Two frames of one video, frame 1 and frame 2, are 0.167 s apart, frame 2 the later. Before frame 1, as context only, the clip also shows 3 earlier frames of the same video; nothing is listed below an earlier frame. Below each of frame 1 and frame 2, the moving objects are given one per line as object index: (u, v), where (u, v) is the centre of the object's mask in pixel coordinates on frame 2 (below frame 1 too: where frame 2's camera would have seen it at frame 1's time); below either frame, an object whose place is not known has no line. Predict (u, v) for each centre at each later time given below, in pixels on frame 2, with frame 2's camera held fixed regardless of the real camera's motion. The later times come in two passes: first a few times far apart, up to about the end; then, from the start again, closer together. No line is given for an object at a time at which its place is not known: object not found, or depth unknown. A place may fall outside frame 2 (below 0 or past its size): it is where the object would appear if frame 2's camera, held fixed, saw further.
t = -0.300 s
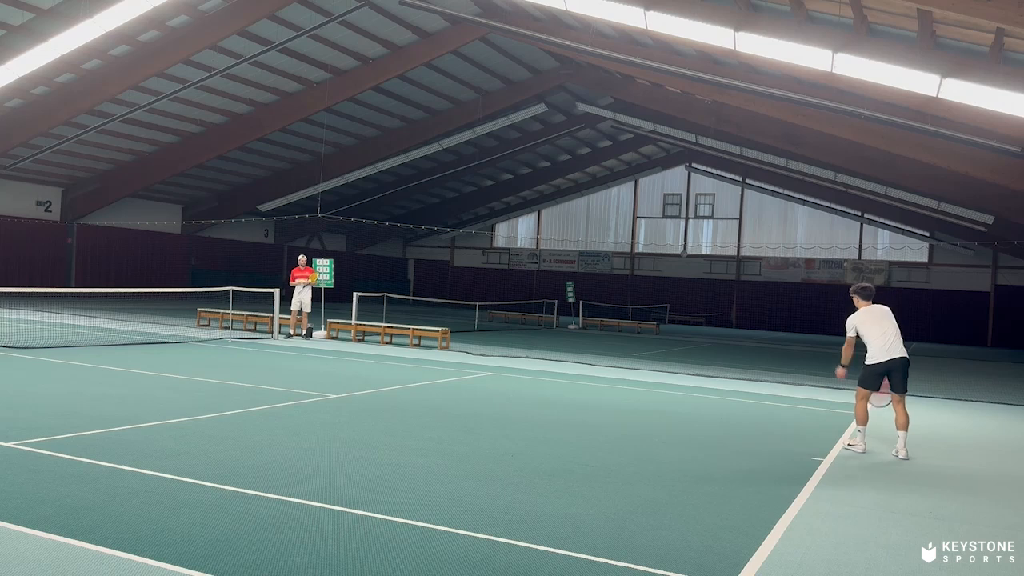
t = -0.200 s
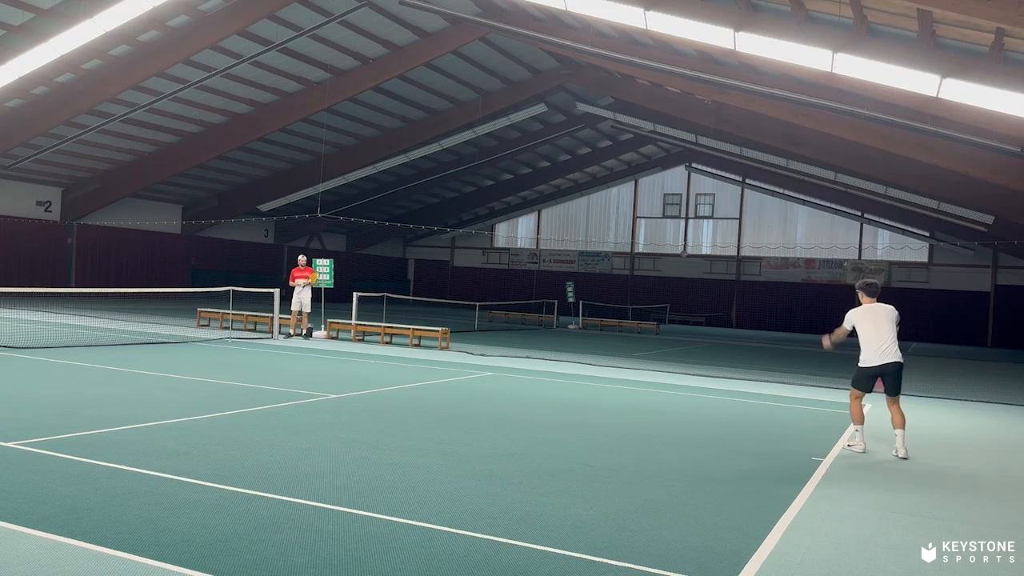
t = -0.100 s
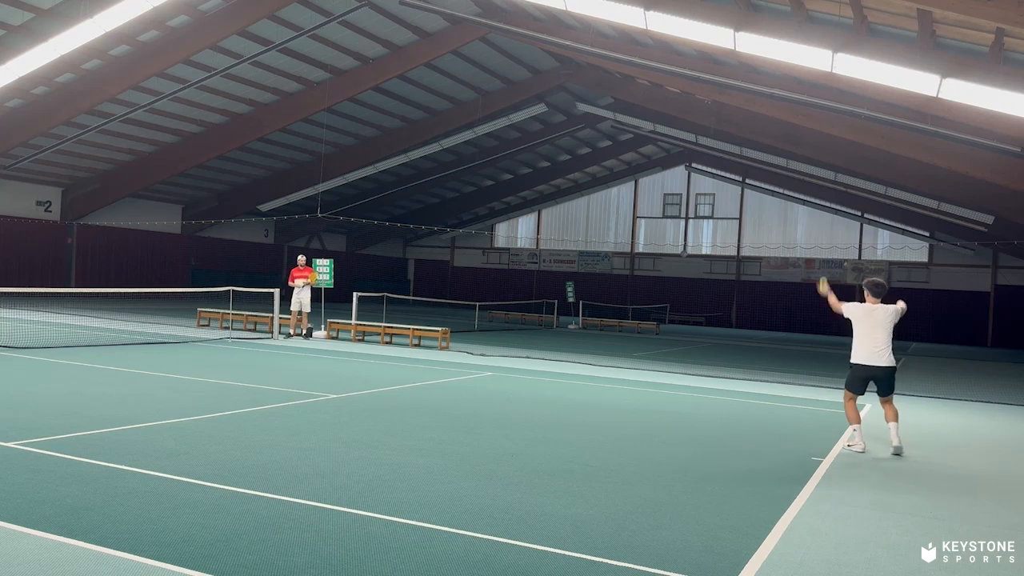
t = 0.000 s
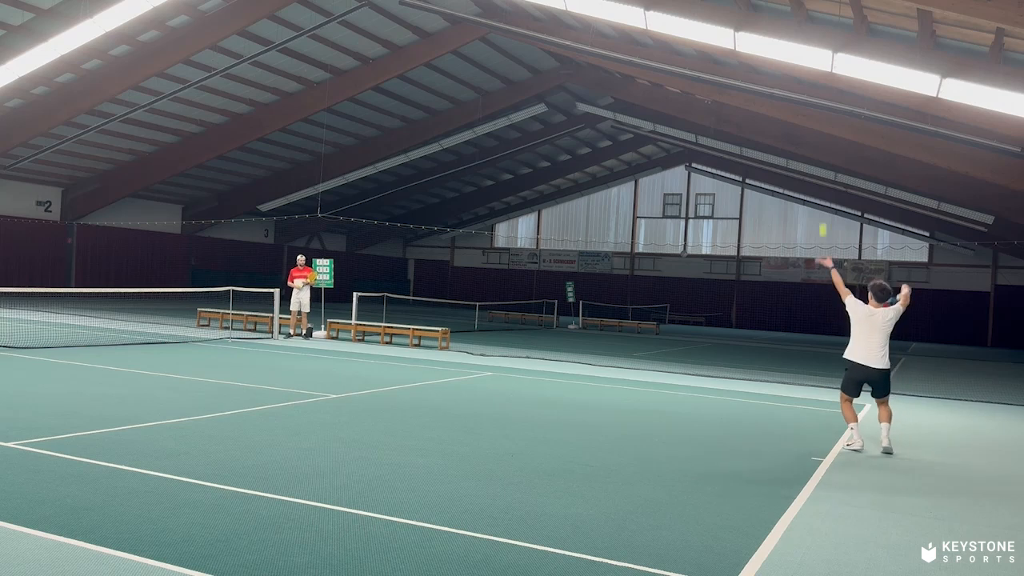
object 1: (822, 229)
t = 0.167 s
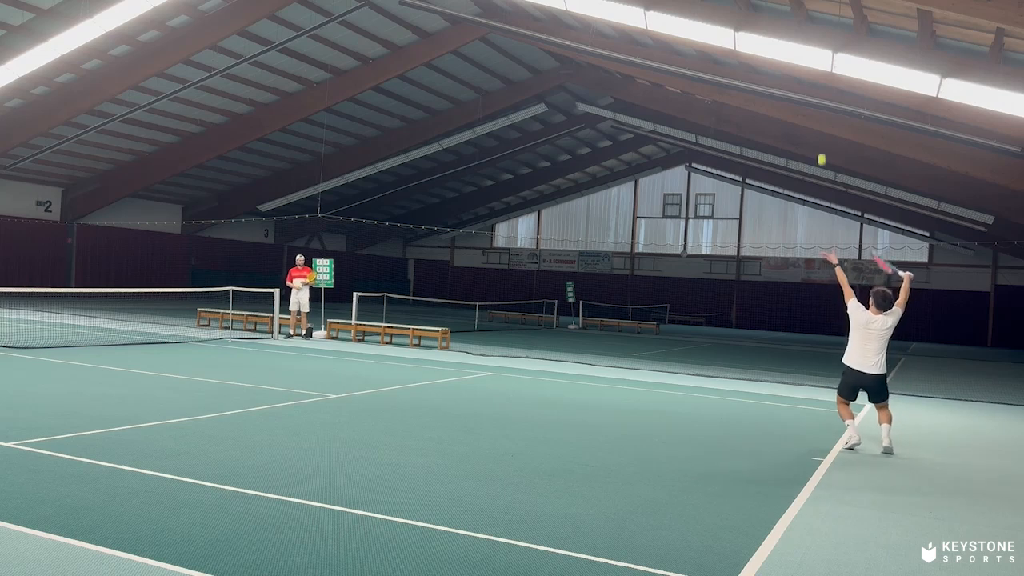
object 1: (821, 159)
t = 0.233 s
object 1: (820, 138)
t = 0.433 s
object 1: (815, 100)
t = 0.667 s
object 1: (807, 103)
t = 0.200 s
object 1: (821, 148)
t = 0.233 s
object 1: (820, 138)
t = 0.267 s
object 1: (819, 129)
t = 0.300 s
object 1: (819, 121)
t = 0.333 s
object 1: (818, 114)
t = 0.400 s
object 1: (816, 104)
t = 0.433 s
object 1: (815, 100)
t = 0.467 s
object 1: (815, 97)
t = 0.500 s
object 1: (814, 96)
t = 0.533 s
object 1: (812, 95)
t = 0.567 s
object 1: (811, 95)
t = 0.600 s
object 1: (810, 97)
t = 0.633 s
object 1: (808, 99)
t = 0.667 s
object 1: (807, 103)
